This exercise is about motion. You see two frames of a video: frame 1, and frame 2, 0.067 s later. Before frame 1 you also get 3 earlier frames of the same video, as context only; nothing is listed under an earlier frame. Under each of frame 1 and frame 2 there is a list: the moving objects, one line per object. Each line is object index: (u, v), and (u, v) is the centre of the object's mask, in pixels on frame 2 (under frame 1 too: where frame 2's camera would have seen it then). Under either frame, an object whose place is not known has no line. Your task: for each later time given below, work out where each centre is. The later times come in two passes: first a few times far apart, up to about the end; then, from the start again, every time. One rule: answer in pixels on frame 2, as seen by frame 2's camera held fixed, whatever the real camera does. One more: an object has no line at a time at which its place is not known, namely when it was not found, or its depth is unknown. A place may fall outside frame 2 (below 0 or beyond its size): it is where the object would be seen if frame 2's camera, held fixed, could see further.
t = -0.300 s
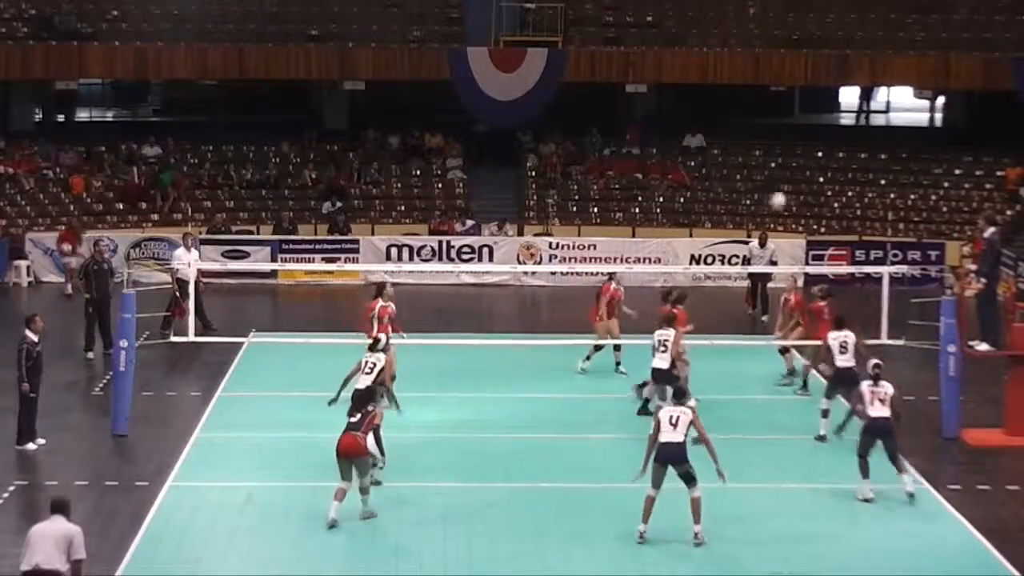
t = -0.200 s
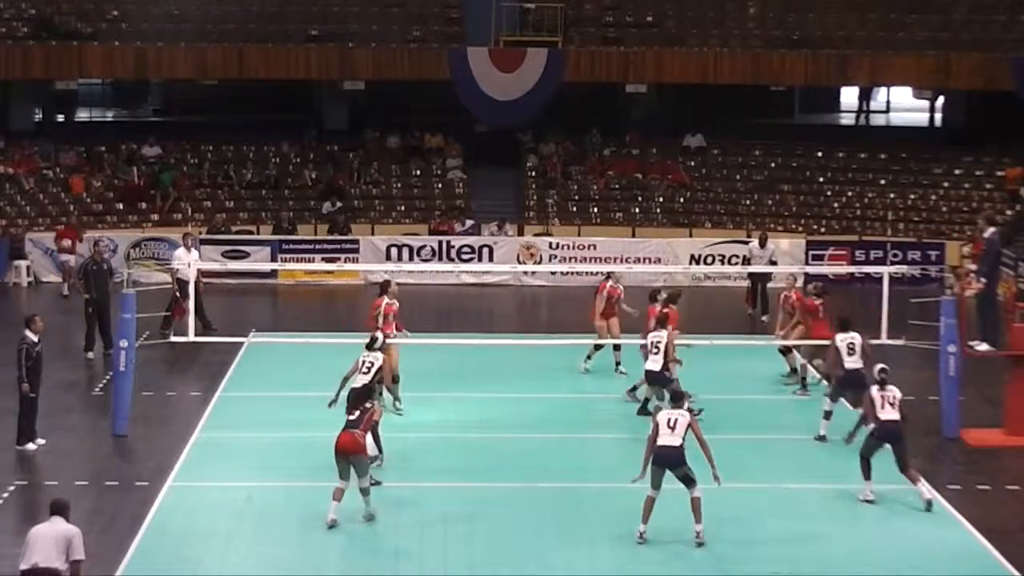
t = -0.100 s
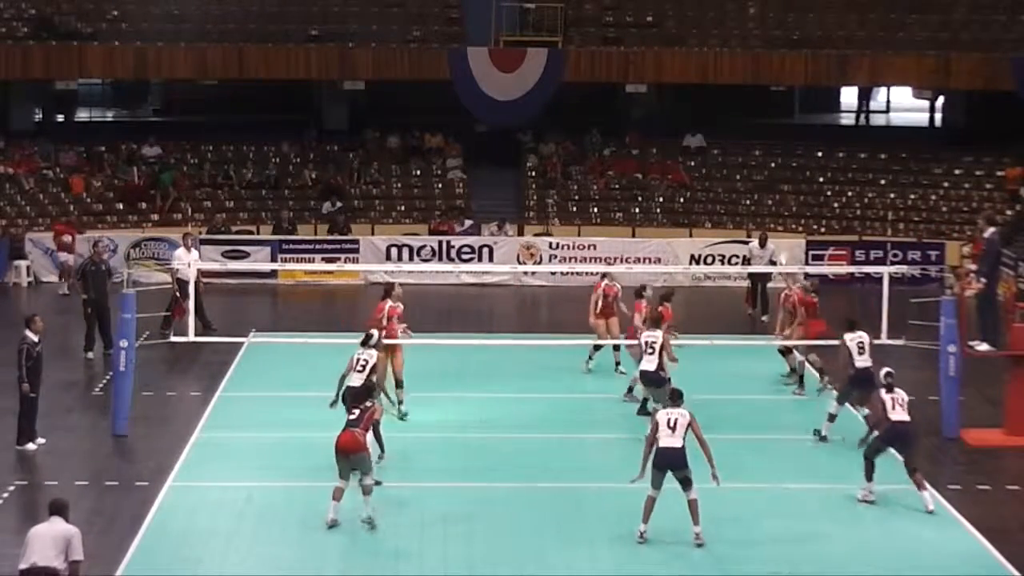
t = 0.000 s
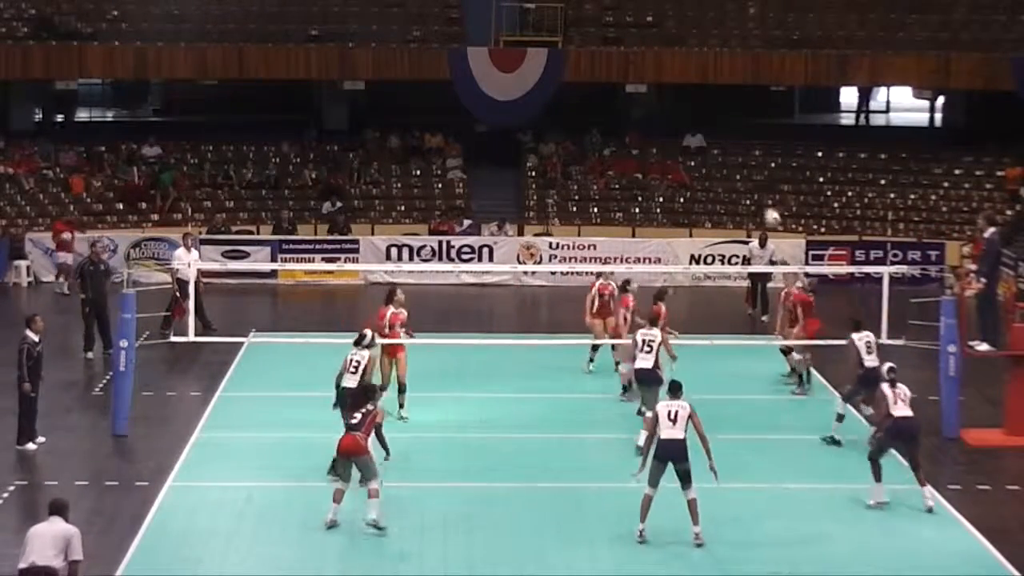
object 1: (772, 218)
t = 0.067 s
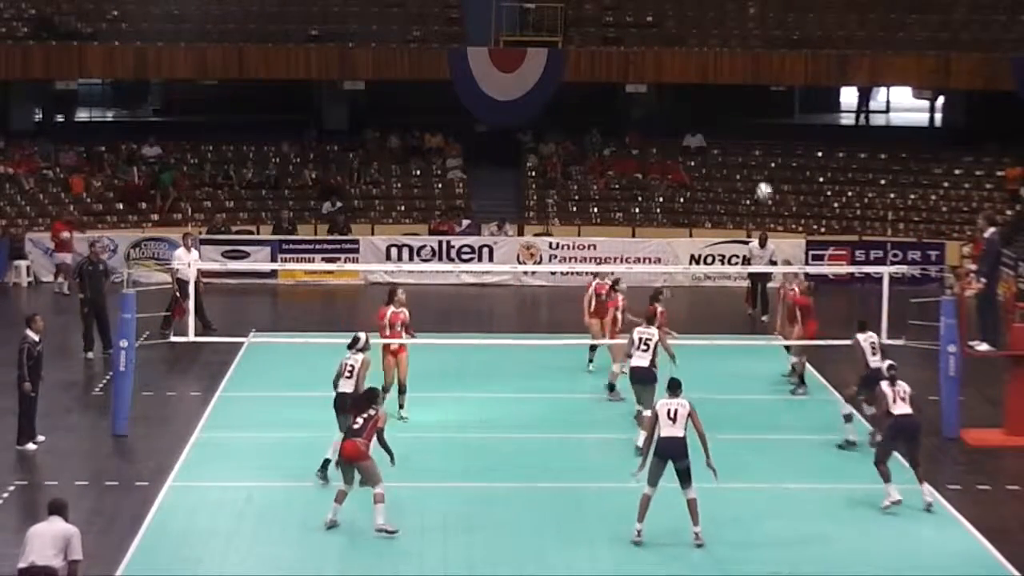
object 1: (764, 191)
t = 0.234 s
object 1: (744, 138)
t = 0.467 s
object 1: (713, 96)
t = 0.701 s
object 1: (679, 96)
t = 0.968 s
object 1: (635, 157)
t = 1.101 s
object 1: (611, 215)
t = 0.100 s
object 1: (760, 179)
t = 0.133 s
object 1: (756, 168)
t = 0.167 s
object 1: (752, 157)
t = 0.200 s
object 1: (748, 147)
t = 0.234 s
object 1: (744, 138)
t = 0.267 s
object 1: (740, 130)
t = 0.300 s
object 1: (735, 122)
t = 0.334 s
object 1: (731, 115)
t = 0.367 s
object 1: (726, 109)
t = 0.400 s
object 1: (722, 104)
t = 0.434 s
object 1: (718, 100)
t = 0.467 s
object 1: (713, 96)
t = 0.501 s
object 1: (708, 93)
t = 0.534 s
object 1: (704, 91)
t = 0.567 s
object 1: (699, 90)
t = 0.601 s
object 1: (694, 90)
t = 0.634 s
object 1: (689, 91)
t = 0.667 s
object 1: (684, 93)
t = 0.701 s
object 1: (679, 96)
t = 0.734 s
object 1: (674, 99)
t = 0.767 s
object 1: (669, 104)
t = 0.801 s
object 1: (663, 110)
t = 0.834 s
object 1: (657, 118)
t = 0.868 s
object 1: (652, 126)
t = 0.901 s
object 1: (647, 135)
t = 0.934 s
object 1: (641, 146)
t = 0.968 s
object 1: (635, 157)
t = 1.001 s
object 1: (628, 170)
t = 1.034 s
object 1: (622, 185)
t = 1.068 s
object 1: (616, 200)
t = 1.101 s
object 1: (611, 215)
